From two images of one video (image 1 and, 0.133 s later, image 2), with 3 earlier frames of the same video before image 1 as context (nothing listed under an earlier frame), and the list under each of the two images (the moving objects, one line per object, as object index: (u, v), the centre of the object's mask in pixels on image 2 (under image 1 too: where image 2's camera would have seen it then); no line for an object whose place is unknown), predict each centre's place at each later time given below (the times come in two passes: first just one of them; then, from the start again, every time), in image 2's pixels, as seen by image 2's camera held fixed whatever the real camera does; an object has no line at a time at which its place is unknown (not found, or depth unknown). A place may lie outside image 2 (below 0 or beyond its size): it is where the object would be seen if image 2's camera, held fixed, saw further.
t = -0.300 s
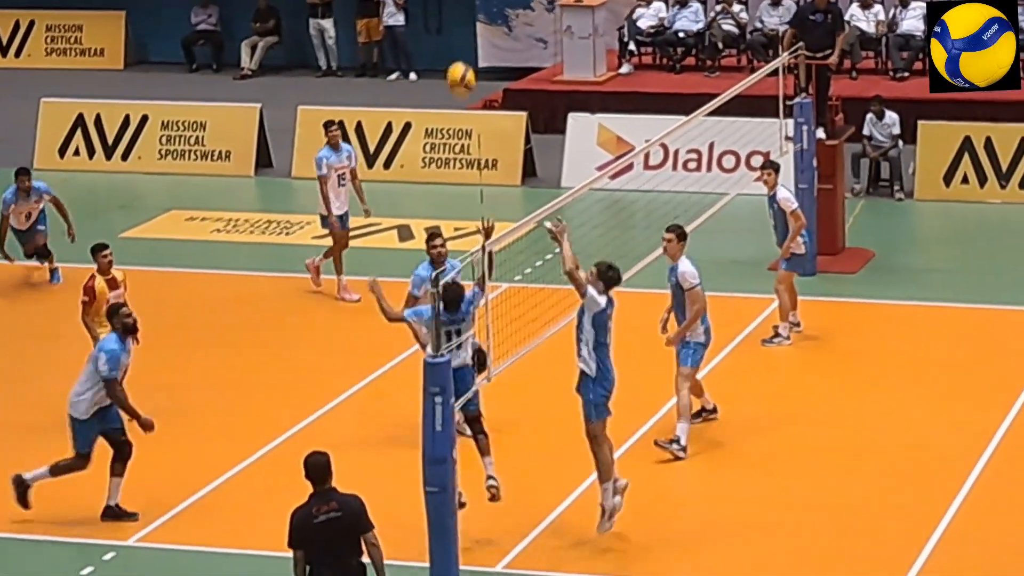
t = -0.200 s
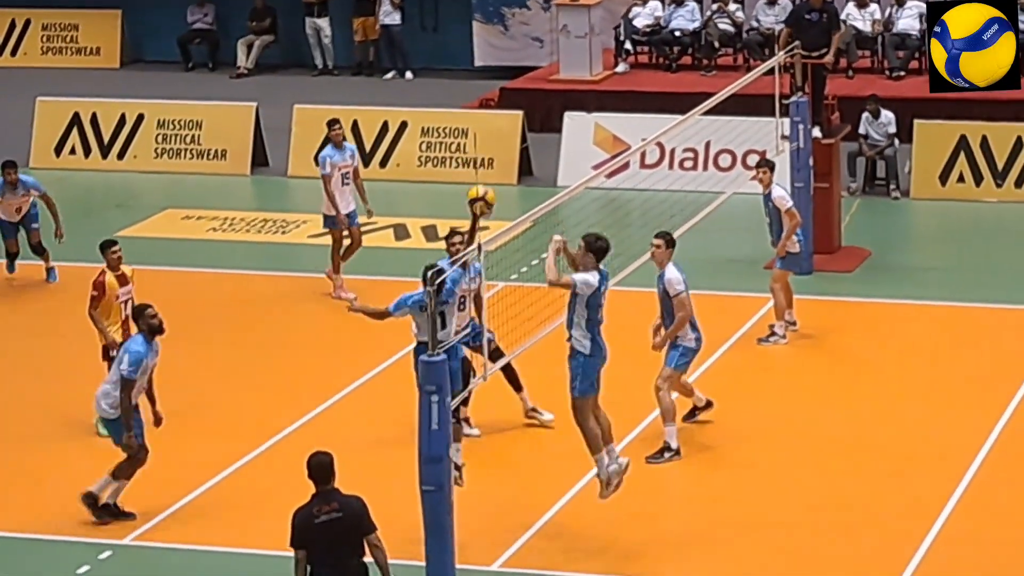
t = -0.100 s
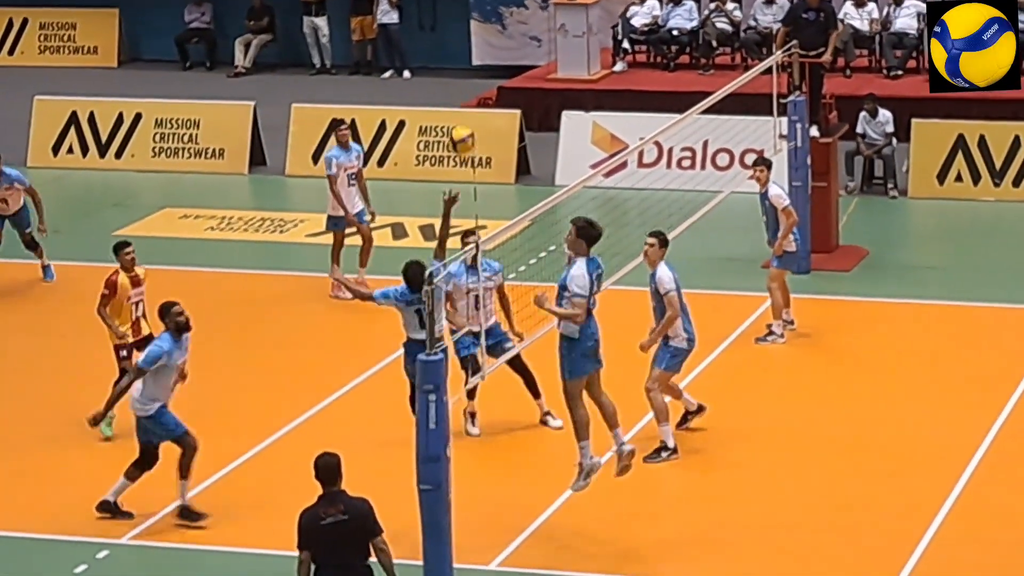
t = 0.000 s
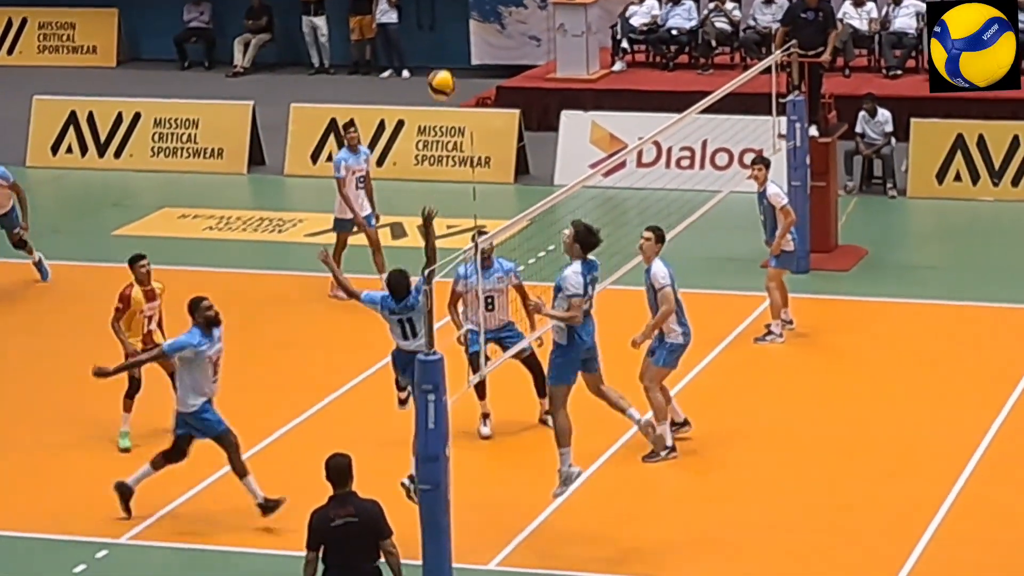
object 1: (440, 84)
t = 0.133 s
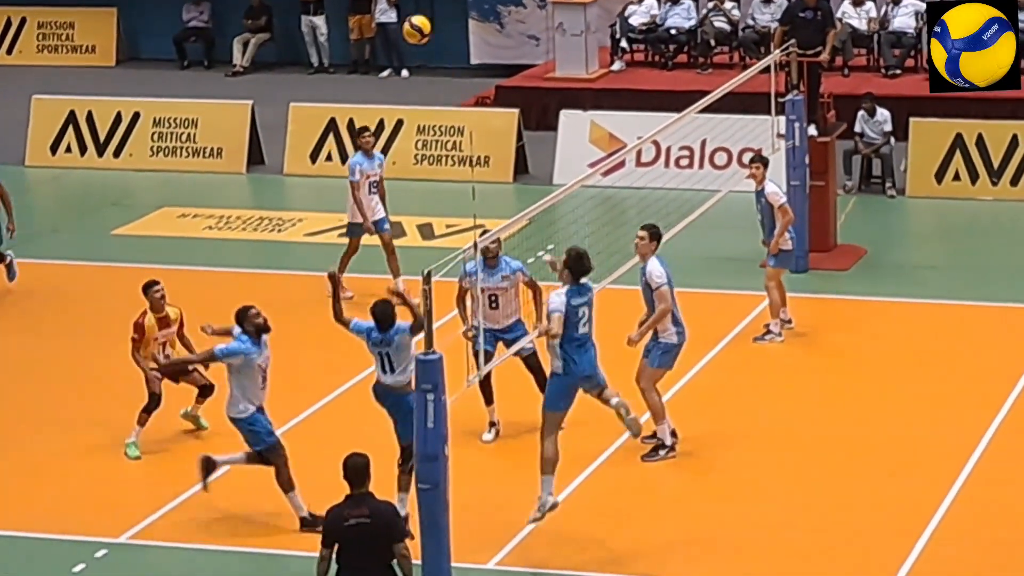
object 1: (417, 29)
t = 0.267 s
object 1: (396, 5)
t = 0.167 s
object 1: (411, 20)
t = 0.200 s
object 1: (406, 12)
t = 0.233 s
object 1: (401, 8)
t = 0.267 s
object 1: (396, 5)
